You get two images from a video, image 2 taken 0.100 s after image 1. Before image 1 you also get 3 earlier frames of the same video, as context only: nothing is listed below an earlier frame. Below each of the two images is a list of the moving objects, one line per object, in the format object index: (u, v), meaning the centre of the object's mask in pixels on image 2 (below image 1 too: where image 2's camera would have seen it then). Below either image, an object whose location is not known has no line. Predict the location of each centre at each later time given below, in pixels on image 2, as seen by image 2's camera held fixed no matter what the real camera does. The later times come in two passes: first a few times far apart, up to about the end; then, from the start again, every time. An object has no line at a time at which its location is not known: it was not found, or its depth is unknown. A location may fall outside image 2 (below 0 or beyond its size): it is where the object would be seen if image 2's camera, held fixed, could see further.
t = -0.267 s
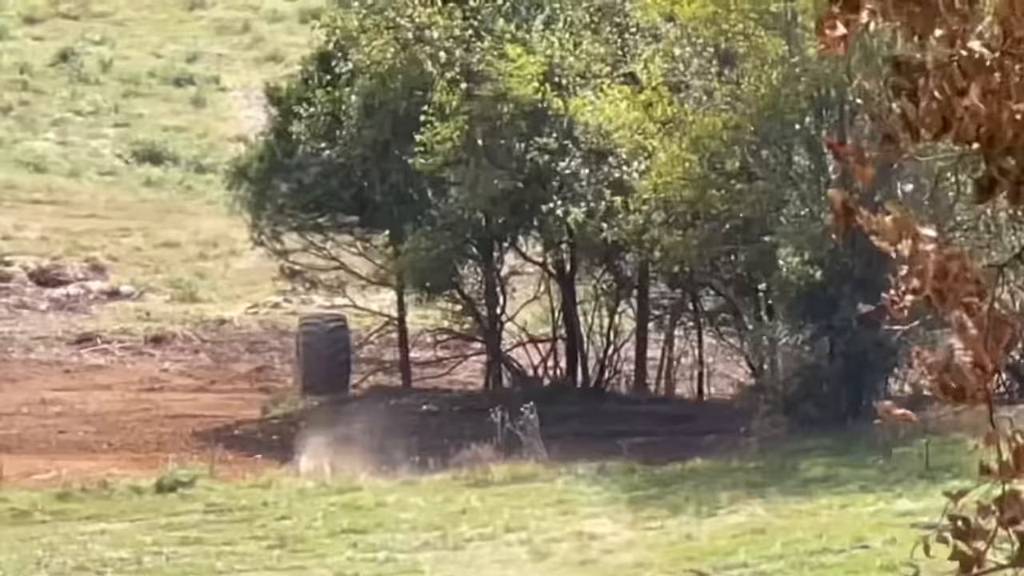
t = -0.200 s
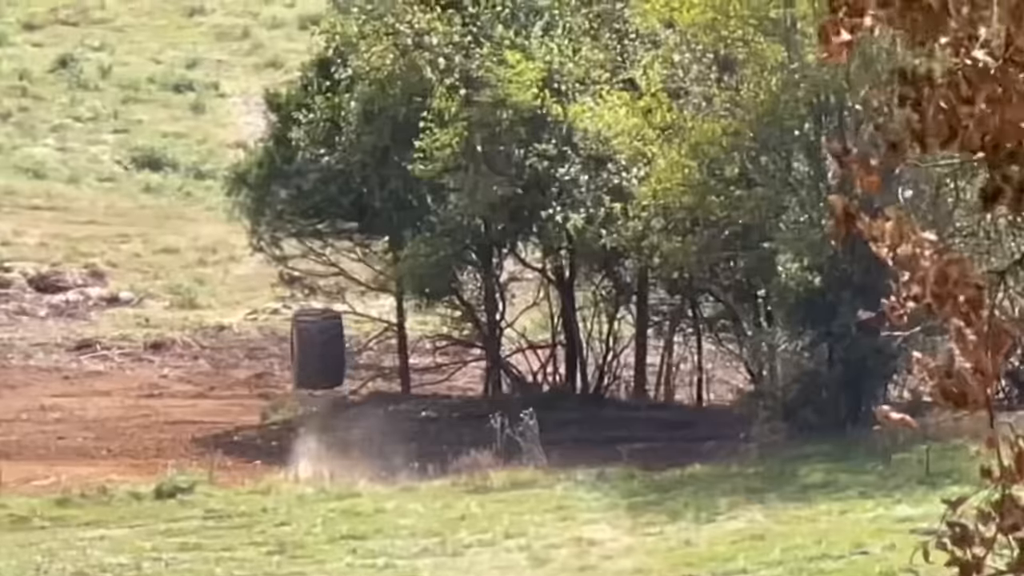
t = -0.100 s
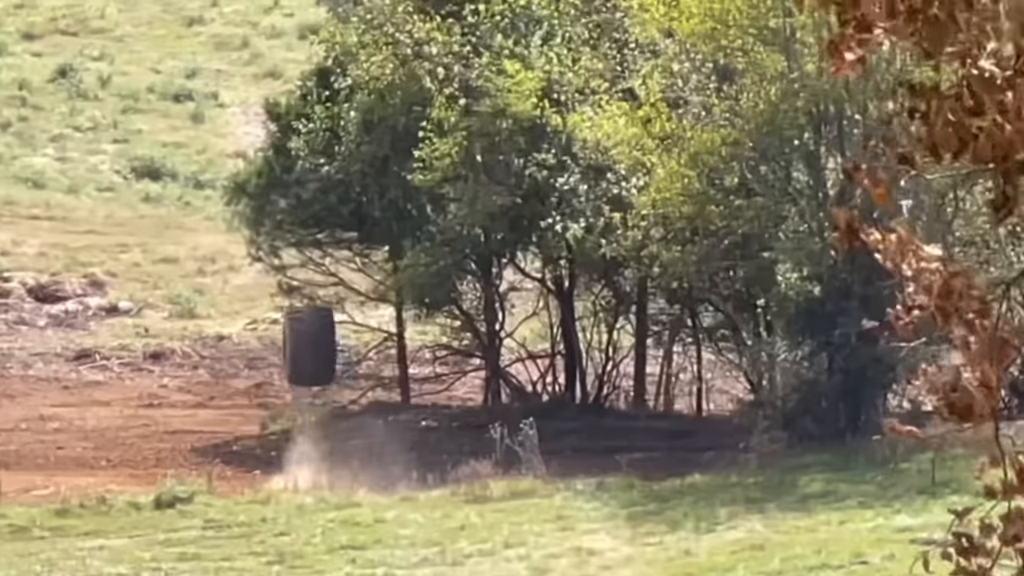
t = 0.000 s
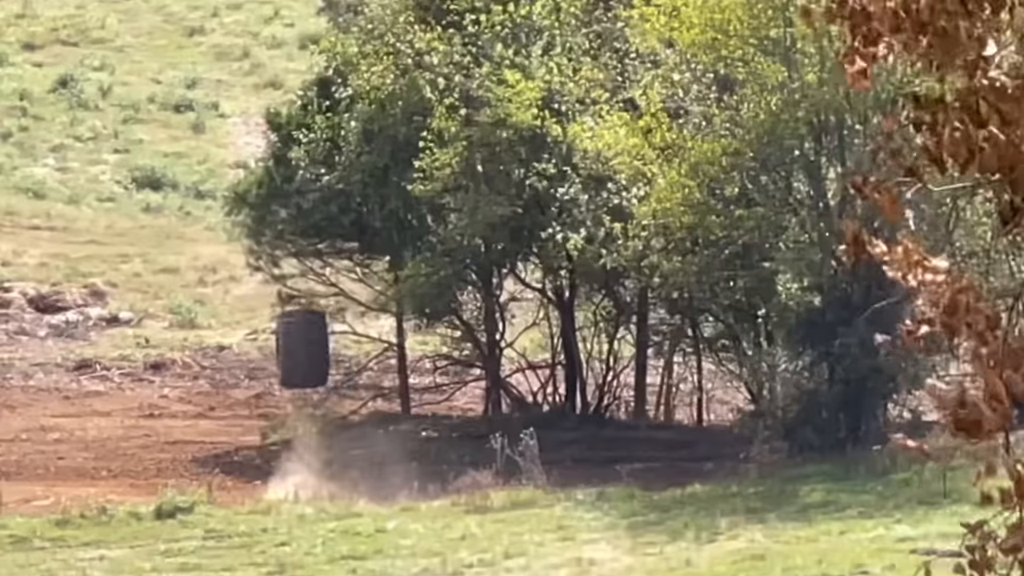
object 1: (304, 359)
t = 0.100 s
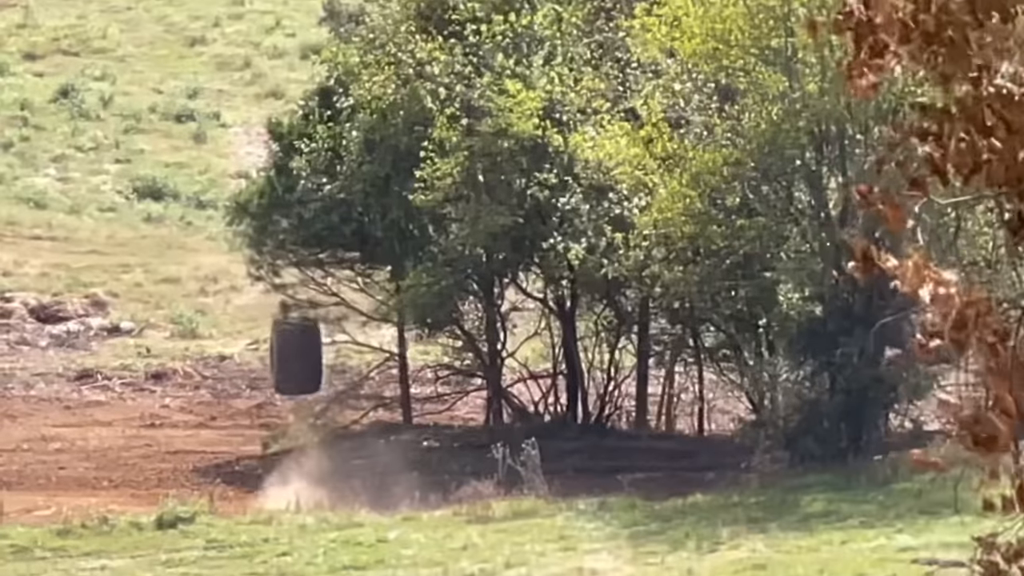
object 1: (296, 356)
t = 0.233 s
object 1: (286, 359)
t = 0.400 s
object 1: (274, 373)
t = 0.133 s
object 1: (294, 356)
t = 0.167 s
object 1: (291, 357)
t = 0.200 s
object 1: (289, 357)
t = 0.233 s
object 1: (286, 359)
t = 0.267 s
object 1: (284, 361)
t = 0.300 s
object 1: (282, 364)
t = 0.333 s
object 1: (279, 367)
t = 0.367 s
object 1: (276, 371)
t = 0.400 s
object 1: (274, 373)
